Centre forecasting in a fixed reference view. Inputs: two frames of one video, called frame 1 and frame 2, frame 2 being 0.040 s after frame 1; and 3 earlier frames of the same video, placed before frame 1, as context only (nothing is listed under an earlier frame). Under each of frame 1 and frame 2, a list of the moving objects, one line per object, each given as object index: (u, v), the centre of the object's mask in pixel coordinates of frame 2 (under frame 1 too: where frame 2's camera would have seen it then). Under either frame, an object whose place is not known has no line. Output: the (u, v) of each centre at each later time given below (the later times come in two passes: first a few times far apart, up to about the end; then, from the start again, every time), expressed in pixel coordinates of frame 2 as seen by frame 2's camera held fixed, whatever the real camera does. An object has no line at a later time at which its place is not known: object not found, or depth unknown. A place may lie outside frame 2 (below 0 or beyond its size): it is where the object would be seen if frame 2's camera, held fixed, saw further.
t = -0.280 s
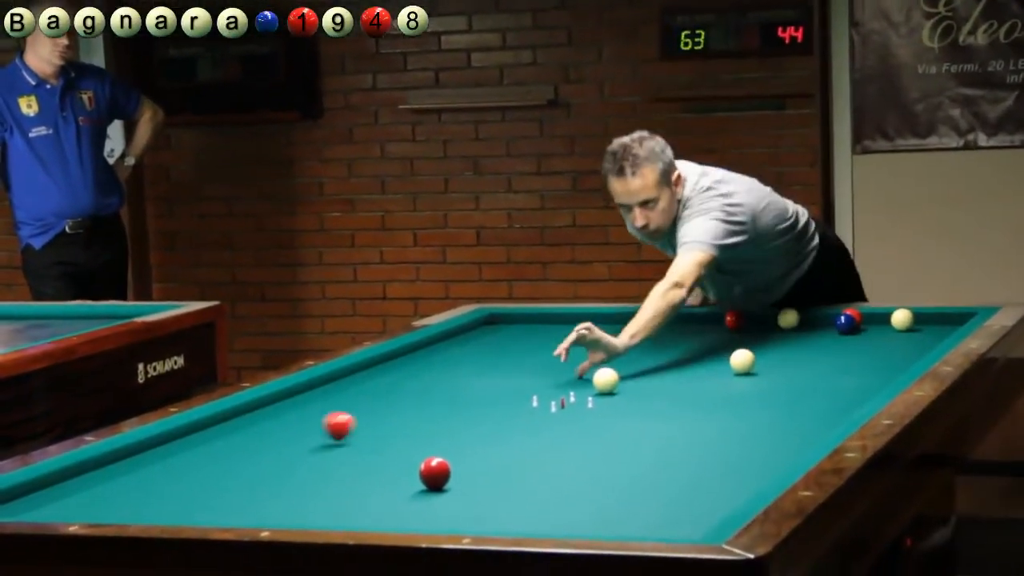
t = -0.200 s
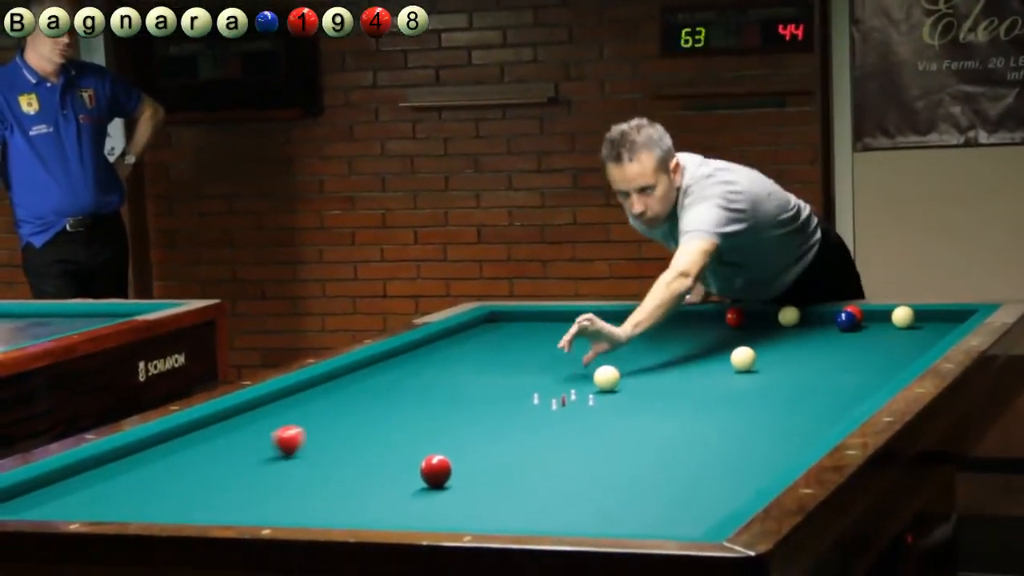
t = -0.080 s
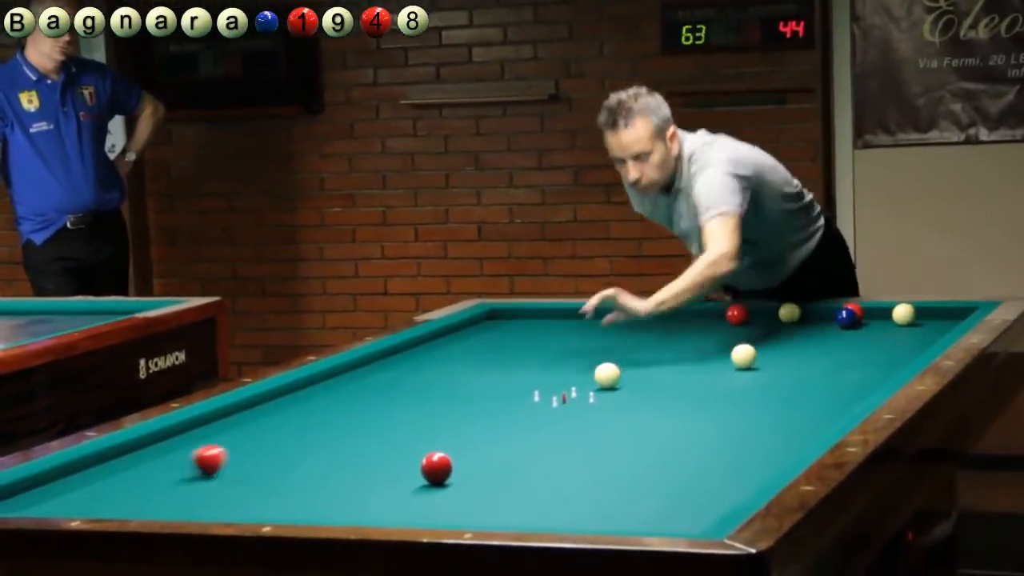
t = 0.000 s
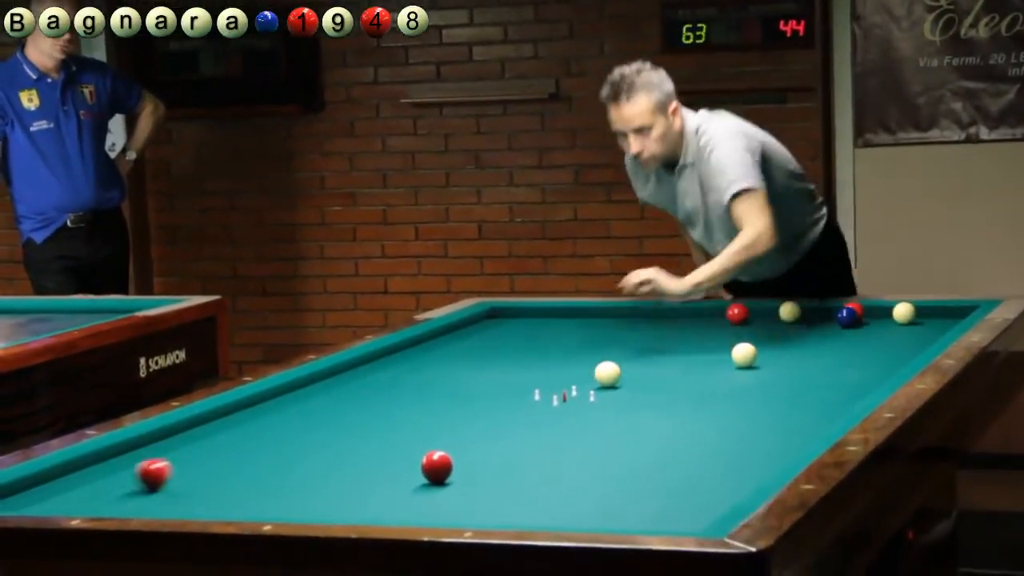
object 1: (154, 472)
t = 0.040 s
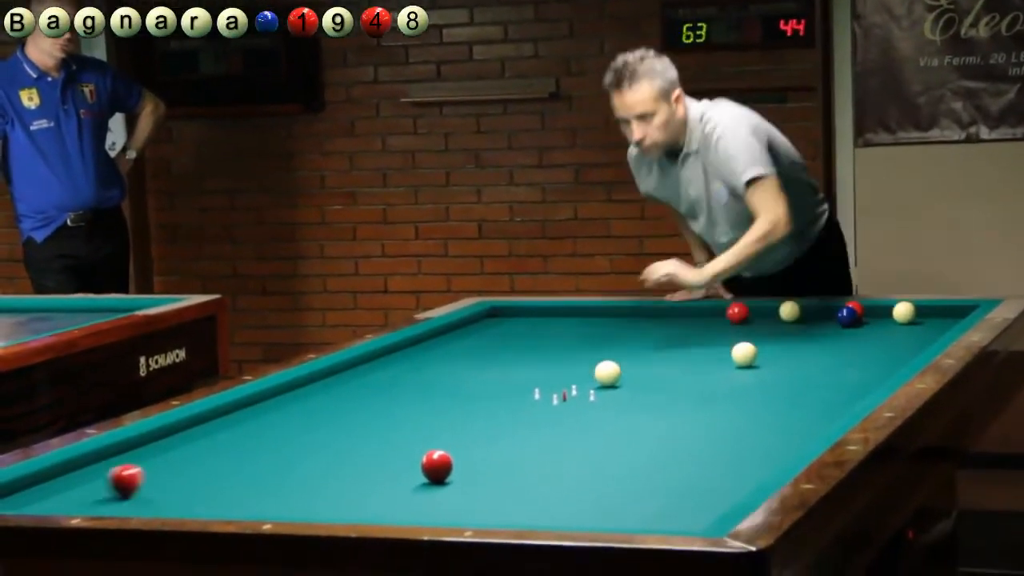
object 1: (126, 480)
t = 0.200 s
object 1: (14, 502)
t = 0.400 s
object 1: (67, 478)
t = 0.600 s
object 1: (102, 454)
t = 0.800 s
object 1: (158, 438)
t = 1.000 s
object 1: (207, 424)
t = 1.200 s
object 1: (253, 411)
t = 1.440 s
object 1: (304, 396)
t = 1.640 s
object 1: (342, 385)
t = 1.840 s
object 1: (379, 375)
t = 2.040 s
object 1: (413, 365)
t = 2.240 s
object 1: (444, 356)
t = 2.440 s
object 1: (474, 348)
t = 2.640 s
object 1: (501, 340)
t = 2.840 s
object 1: (528, 332)
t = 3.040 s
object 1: (553, 325)
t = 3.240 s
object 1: (576, 318)
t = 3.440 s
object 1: (599, 311)
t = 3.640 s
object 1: (609, 310)
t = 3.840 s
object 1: (610, 314)
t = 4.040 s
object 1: (613, 318)
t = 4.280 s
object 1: (615, 322)
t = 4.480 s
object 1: (617, 325)
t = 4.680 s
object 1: (619, 329)
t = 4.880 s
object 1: (621, 332)
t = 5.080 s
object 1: (623, 335)
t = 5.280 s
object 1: (625, 339)
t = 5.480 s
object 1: (627, 342)
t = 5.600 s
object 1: (628, 344)
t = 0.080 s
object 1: (97, 488)
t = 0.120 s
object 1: (68, 494)
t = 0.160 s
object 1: (39, 499)
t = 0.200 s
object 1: (14, 502)
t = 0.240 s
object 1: (24, 499)
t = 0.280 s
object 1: (36, 495)
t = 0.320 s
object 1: (47, 490)
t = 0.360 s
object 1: (57, 484)
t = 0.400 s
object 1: (67, 478)
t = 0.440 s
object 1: (75, 473)
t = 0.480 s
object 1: (83, 468)
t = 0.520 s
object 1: (90, 463)
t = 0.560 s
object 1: (96, 458)
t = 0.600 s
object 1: (102, 454)
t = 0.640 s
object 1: (113, 451)
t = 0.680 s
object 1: (126, 447)
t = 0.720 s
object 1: (137, 444)
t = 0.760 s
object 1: (148, 441)
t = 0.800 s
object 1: (158, 438)
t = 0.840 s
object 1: (168, 435)
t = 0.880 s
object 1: (178, 432)
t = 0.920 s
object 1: (188, 430)
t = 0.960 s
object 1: (197, 427)
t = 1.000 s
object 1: (207, 424)
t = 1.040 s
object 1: (216, 421)
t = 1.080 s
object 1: (226, 419)
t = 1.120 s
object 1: (235, 416)
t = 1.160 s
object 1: (244, 414)
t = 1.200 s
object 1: (253, 411)
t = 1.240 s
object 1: (261, 409)
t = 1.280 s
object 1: (270, 406)
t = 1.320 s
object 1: (279, 404)
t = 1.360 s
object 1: (287, 401)
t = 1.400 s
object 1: (295, 399)
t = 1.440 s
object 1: (304, 396)
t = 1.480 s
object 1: (312, 394)
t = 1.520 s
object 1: (320, 392)
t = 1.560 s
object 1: (327, 390)
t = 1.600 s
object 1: (335, 388)
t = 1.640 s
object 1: (342, 385)
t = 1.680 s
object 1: (350, 383)
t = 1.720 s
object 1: (357, 381)
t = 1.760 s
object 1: (364, 379)
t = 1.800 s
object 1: (371, 377)
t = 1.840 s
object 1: (379, 375)
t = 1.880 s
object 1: (386, 373)
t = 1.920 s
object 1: (393, 371)
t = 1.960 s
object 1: (399, 369)
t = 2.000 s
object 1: (406, 367)
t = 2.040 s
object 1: (413, 365)
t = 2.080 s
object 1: (419, 363)
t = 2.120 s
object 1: (425, 362)
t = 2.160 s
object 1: (431, 360)
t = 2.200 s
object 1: (438, 358)
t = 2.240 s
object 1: (444, 356)
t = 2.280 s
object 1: (450, 354)
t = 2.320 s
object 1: (456, 353)
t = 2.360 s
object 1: (462, 351)
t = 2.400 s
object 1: (468, 350)
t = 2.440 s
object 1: (474, 348)
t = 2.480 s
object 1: (479, 346)
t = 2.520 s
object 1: (485, 344)
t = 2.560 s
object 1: (490, 343)
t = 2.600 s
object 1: (496, 341)
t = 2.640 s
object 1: (501, 340)
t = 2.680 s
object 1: (507, 338)
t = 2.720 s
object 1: (512, 337)
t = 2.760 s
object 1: (517, 335)
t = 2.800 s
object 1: (523, 334)
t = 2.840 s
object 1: (528, 332)
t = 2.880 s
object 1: (533, 331)
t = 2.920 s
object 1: (538, 329)
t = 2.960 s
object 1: (543, 328)
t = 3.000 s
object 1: (548, 326)
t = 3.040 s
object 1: (553, 325)
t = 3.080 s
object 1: (557, 324)
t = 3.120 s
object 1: (562, 322)
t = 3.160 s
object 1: (567, 321)
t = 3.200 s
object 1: (572, 320)
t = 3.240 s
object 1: (576, 318)
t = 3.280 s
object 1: (581, 317)
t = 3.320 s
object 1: (585, 315)
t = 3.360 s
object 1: (590, 314)
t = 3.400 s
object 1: (594, 312)
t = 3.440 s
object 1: (599, 311)
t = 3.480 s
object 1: (602, 310)
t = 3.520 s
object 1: (607, 309)
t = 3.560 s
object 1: (609, 309)
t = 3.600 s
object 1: (609, 310)
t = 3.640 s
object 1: (609, 310)
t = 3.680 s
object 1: (609, 312)
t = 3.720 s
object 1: (609, 312)
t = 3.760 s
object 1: (610, 313)
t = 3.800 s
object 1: (610, 313)
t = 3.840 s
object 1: (610, 314)
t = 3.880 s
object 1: (611, 315)
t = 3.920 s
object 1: (612, 316)
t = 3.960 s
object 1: (612, 316)
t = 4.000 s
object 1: (612, 317)
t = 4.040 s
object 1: (613, 318)
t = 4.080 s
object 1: (613, 318)
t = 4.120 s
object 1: (613, 319)
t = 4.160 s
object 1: (614, 320)
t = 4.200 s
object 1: (614, 320)
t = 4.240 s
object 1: (615, 321)
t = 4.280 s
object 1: (615, 322)
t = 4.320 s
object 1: (616, 322)
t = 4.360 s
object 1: (616, 323)
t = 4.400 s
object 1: (616, 324)
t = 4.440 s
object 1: (617, 325)
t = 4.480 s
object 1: (617, 325)
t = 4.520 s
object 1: (618, 326)
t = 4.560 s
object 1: (618, 327)
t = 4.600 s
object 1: (619, 328)
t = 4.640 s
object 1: (619, 328)
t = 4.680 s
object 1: (619, 329)
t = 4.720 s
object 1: (620, 329)
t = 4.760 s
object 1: (620, 330)
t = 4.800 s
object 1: (620, 331)
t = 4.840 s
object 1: (621, 331)
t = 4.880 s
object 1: (621, 332)
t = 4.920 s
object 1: (621, 333)
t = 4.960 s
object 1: (622, 333)
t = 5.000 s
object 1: (622, 334)
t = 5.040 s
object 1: (623, 335)
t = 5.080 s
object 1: (623, 335)
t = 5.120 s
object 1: (623, 336)
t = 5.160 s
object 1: (624, 337)
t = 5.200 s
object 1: (624, 338)
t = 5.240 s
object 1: (624, 338)
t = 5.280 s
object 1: (625, 339)
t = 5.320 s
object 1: (625, 340)
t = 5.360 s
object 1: (626, 340)
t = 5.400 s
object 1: (626, 341)
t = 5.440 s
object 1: (626, 342)
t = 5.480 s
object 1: (627, 342)
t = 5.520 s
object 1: (627, 343)
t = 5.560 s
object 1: (627, 344)
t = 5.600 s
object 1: (628, 344)
